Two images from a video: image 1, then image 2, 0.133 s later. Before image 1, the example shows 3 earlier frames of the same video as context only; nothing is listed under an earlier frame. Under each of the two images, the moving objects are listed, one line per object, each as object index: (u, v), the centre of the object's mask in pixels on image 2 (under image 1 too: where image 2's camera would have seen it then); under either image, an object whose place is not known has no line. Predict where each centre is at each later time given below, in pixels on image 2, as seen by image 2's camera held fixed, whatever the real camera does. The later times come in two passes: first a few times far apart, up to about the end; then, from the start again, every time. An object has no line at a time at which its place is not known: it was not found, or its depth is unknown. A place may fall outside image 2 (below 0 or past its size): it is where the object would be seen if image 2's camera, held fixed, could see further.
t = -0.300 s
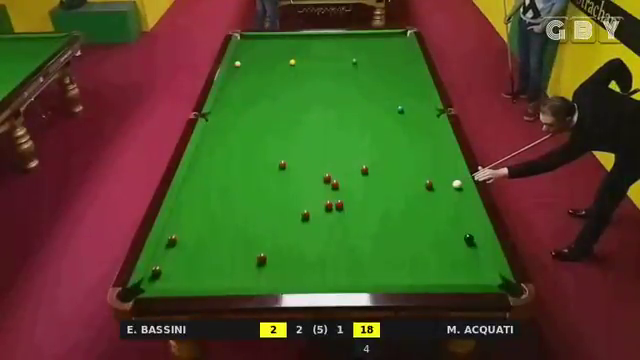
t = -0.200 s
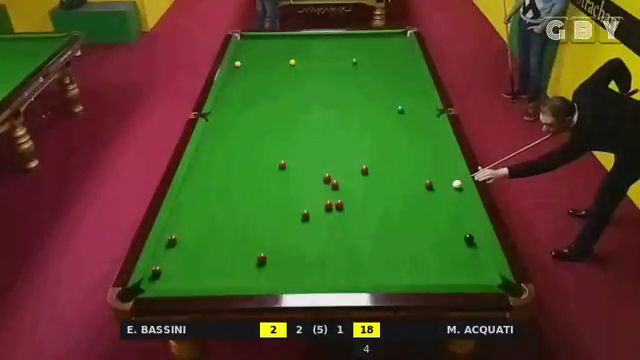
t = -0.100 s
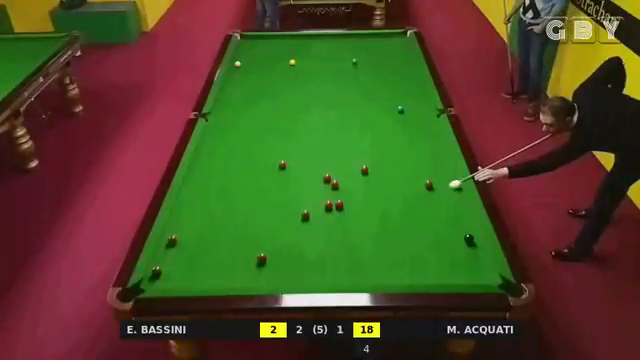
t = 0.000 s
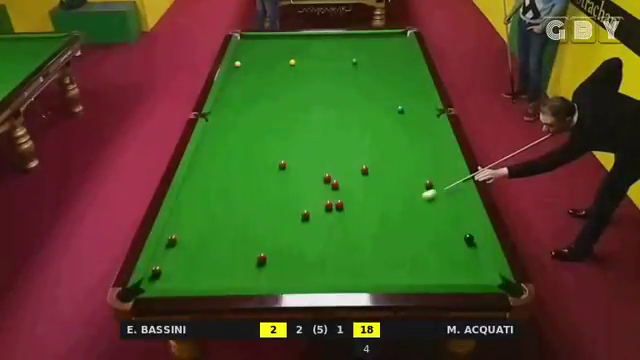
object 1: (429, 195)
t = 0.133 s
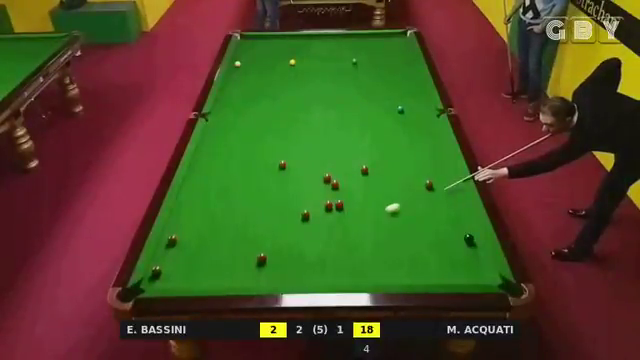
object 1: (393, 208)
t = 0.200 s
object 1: (374, 215)
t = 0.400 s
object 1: (314, 239)
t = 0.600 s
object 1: (270, 258)
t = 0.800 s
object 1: (257, 270)
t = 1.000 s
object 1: (241, 281)
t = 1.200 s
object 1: (232, 276)
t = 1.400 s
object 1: (225, 269)
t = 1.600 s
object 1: (218, 263)
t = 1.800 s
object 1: (212, 258)
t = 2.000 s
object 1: (206, 252)
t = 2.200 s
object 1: (201, 248)
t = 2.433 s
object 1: (195, 243)
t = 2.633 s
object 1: (190, 239)
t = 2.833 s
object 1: (187, 237)
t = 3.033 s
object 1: (183, 235)
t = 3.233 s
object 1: (180, 232)
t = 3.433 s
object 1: (177, 230)
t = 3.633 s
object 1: (175, 229)
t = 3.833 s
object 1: (173, 228)
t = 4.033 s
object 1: (171, 228)
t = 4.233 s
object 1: (170, 227)
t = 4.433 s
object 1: (169, 226)
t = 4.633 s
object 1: (169, 226)
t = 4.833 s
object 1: (169, 226)
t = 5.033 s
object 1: (169, 226)
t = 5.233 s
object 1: (169, 226)
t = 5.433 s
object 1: (169, 226)
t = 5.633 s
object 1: (169, 226)
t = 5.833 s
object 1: (169, 226)
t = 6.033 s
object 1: (169, 226)
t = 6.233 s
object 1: (169, 226)
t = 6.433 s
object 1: (169, 226)
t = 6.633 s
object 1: (169, 226)
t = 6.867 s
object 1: (169, 226)
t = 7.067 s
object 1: (169, 226)
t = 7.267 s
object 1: (169, 226)
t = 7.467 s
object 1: (169, 226)
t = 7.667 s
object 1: (169, 226)
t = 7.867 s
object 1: (169, 226)
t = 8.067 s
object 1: (169, 226)
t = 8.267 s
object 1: (169, 226)
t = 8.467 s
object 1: (169, 226)
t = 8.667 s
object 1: (169, 226)
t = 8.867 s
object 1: (169, 226)
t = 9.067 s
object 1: (169, 226)
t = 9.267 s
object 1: (169, 226)
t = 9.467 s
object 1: (169, 226)
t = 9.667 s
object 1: (169, 226)
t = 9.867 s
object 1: (169, 226)
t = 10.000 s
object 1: (169, 226)
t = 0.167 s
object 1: (383, 212)
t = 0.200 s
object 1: (374, 215)
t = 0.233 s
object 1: (364, 219)
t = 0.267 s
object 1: (354, 223)
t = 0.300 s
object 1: (344, 226)
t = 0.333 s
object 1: (334, 230)
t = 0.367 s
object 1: (324, 234)
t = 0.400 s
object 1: (314, 239)
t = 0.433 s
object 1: (303, 243)
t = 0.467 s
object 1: (292, 247)
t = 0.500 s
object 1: (281, 252)
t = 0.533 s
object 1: (272, 255)
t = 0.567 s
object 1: (271, 257)
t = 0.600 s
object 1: (270, 258)
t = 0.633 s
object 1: (269, 260)
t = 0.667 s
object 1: (268, 262)
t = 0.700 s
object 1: (265, 263)
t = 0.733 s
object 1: (263, 266)
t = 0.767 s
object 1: (260, 268)
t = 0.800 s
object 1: (257, 270)
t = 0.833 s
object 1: (254, 272)
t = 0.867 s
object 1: (252, 274)
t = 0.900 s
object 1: (249, 276)
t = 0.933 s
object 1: (246, 278)
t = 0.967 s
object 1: (243, 280)
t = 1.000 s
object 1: (241, 281)
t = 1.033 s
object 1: (239, 282)
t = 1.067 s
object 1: (237, 281)
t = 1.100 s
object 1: (236, 280)
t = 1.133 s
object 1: (235, 279)
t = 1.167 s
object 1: (233, 278)
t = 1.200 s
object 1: (232, 276)
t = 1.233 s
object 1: (231, 276)
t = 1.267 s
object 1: (230, 274)
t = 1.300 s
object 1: (229, 273)
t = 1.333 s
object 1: (227, 272)
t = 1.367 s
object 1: (226, 271)
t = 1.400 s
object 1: (225, 269)
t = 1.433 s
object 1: (223, 268)
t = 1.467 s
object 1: (223, 267)
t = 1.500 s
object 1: (222, 266)
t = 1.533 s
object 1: (220, 265)
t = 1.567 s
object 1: (219, 264)
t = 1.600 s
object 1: (218, 263)
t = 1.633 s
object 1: (217, 262)
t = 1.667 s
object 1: (216, 261)
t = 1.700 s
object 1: (215, 260)
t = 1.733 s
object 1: (214, 259)
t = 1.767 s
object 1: (213, 258)
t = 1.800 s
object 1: (212, 258)
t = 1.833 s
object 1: (211, 257)
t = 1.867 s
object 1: (210, 256)
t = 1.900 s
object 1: (209, 255)
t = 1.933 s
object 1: (208, 254)
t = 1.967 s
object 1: (207, 253)
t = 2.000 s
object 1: (206, 252)
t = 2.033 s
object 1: (205, 252)
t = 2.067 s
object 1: (204, 251)
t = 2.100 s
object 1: (203, 250)
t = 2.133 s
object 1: (202, 249)
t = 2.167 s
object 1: (201, 248)
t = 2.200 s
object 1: (201, 248)
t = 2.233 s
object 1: (200, 247)
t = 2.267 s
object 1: (199, 246)
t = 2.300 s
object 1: (198, 245)
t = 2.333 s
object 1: (197, 245)
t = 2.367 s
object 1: (196, 244)
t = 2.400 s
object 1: (196, 244)
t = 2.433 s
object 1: (195, 243)
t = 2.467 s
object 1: (194, 242)
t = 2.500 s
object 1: (194, 242)
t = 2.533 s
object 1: (192, 241)
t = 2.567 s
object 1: (192, 240)
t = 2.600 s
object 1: (191, 240)
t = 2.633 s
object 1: (190, 239)
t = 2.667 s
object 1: (190, 239)
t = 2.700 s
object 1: (189, 239)
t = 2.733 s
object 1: (188, 238)
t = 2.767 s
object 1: (188, 238)
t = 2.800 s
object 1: (187, 237)
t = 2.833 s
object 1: (187, 237)
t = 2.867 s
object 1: (186, 236)
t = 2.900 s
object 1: (185, 236)
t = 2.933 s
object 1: (185, 236)
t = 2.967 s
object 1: (184, 235)
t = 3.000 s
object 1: (184, 235)
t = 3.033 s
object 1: (183, 235)
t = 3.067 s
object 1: (183, 234)
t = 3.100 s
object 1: (182, 234)
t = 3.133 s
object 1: (181, 233)
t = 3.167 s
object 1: (181, 233)
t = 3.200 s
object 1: (180, 232)
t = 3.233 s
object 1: (180, 232)
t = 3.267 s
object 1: (180, 232)
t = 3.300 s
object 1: (179, 231)
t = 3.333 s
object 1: (179, 231)
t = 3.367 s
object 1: (178, 231)
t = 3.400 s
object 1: (178, 230)
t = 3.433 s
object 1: (177, 230)
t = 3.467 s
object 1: (177, 230)
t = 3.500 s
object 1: (177, 230)
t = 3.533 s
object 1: (177, 229)
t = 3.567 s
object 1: (176, 229)
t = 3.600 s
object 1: (176, 229)
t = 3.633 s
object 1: (175, 229)
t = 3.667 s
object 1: (175, 229)
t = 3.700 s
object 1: (175, 229)
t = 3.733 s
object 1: (174, 228)
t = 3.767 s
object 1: (174, 228)
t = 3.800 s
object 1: (173, 228)
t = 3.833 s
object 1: (173, 228)
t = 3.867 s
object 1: (173, 228)
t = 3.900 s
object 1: (172, 228)
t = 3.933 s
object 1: (172, 228)
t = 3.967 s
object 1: (172, 228)
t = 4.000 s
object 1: (172, 228)
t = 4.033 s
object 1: (171, 228)
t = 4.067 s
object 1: (171, 227)
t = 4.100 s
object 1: (171, 227)
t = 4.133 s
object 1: (171, 227)
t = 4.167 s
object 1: (171, 227)
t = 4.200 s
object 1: (170, 227)
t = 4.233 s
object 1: (170, 227)
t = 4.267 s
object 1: (170, 227)
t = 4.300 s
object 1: (170, 226)
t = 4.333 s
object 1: (170, 227)
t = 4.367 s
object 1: (170, 226)
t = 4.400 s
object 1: (169, 226)
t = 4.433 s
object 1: (169, 226)
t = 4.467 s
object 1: (169, 226)
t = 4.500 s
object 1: (169, 226)
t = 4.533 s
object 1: (169, 226)
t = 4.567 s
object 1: (169, 226)
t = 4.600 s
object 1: (169, 226)
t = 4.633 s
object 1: (169, 226)
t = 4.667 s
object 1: (169, 226)
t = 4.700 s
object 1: (169, 226)
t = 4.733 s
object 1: (169, 226)
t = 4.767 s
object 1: (169, 226)
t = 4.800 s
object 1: (169, 226)
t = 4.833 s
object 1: (169, 226)
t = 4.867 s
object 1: (169, 226)
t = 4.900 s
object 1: (169, 226)
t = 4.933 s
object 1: (169, 226)
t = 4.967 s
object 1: (169, 226)
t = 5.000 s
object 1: (169, 226)
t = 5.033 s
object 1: (169, 226)
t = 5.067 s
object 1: (169, 226)
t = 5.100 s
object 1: (169, 226)
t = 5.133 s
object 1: (169, 226)
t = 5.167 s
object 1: (169, 226)
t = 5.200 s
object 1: (169, 226)
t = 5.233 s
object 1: (169, 226)
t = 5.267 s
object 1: (169, 226)
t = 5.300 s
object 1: (169, 226)
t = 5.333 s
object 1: (169, 226)
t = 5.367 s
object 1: (169, 226)
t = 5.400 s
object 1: (169, 226)
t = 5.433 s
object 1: (169, 226)
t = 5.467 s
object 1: (169, 226)
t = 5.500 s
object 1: (169, 226)
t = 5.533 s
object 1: (169, 226)
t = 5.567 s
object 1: (169, 226)
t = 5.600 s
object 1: (169, 226)
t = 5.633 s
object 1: (169, 226)
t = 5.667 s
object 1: (169, 226)
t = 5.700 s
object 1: (169, 226)
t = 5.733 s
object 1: (169, 226)
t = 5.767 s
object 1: (169, 226)
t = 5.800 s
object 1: (169, 226)
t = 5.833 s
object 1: (169, 226)
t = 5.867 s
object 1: (169, 226)
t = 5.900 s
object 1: (169, 226)
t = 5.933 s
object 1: (169, 226)
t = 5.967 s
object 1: (169, 226)
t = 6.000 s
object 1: (169, 226)
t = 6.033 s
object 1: (169, 226)
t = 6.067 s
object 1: (169, 226)
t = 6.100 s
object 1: (169, 226)
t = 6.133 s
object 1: (169, 226)
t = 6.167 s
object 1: (169, 226)
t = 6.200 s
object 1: (169, 226)
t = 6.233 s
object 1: (169, 226)
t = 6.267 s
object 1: (169, 226)
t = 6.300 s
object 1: (169, 226)
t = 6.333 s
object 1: (169, 226)
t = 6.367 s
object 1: (169, 226)
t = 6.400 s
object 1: (169, 226)
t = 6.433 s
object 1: (169, 226)
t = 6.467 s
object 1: (169, 226)
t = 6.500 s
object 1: (169, 226)
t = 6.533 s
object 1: (169, 226)
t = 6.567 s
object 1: (169, 226)
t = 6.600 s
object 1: (169, 226)
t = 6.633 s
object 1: (169, 226)
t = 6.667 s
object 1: (169, 226)
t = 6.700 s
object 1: (169, 226)
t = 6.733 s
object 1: (169, 226)
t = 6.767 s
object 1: (169, 226)
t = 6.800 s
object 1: (169, 226)
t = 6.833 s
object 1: (169, 226)
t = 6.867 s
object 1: (169, 226)
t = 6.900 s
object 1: (169, 226)
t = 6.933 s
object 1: (169, 226)
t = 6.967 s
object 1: (169, 226)
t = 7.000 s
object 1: (169, 226)
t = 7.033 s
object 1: (169, 226)
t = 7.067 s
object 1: (169, 226)
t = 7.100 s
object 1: (169, 226)
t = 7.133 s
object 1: (169, 226)
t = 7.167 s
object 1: (169, 226)
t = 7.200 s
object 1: (169, 226)
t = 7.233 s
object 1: (169, 226)
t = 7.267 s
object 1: (169, 226)
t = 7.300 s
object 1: (169, 226)
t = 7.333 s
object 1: (169, 226)
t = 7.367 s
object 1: (169, 226)
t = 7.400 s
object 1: (169, 226)
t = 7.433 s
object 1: (169, 226)
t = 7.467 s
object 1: (169, 226)
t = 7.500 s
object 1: (169, 226)
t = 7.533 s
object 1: (169, 226)
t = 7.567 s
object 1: (169, 226)
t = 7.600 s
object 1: (169, 226)
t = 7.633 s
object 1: (169, 226)
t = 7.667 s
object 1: (169, 226)
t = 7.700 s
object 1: (169, 226)
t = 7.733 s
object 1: (169, 226)
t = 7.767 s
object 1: (169, 226)
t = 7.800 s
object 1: (169, 226)
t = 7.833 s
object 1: (169, 226)
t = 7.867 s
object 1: (169, 226)
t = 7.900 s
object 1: (169, 226)
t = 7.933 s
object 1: (169, 226)
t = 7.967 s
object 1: (169, 226)
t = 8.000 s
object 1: (169, 226)
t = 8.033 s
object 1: (169, 226)
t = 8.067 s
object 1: (169, 226)
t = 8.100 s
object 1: (169, 226)
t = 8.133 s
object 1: (169, 226)
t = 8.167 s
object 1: (169, 226)
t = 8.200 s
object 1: (169, 226)
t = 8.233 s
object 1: (169, 226)
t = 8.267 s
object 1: (169, 226)
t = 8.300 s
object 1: (169, 226)
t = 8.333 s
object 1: (169, 226)
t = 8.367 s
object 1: (169, 226)
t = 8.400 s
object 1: (169, 226)
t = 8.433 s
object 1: (169, 226)
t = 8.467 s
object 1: (169, 226)
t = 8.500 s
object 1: (169, 226)
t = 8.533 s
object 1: (169, 226)
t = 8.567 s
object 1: (169, 226)
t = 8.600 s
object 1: (169, 226)
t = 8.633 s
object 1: (169, 226)
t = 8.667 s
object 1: (169, 226)
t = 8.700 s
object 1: (169, 226)
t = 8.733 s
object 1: (169, 226)
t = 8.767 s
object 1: (169, 226)
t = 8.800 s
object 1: (169, 226)
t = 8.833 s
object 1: (169, 226)
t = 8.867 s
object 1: (169, 226)
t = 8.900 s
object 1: (169, 226)
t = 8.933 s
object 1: (169, 226)
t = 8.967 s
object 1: (169, 226)
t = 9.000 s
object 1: (169, 226)
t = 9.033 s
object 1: (169, 226)
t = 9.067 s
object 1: (169, 226)
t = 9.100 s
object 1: (169, 226)
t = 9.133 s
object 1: (169, 226)
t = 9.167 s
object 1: (169, 226)
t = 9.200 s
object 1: (169, 226)
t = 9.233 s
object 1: (169, 226)
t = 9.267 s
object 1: (169, 226)
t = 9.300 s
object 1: (169, 226)
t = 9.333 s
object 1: (169, 226)
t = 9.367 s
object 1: (169, 226)
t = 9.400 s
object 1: (169, 226)
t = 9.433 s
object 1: (169, 226)
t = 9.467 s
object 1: (169, 226)
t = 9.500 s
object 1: (169, 226)
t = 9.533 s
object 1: (169, 226)
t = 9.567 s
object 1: (169, 226)
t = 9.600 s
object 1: (169, 226)
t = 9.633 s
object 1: (169, 226)
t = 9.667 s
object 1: (169, 226)
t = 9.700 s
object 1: (169, 226)
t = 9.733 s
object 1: (169, 226)
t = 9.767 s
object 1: (169, 226)
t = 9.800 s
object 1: (169, 226)
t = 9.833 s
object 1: (169, 226)
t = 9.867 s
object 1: (169, 226)
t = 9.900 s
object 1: (169, 226)
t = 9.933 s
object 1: (169, 226)
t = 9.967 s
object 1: (169, 226)
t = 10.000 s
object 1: (169, 226)
